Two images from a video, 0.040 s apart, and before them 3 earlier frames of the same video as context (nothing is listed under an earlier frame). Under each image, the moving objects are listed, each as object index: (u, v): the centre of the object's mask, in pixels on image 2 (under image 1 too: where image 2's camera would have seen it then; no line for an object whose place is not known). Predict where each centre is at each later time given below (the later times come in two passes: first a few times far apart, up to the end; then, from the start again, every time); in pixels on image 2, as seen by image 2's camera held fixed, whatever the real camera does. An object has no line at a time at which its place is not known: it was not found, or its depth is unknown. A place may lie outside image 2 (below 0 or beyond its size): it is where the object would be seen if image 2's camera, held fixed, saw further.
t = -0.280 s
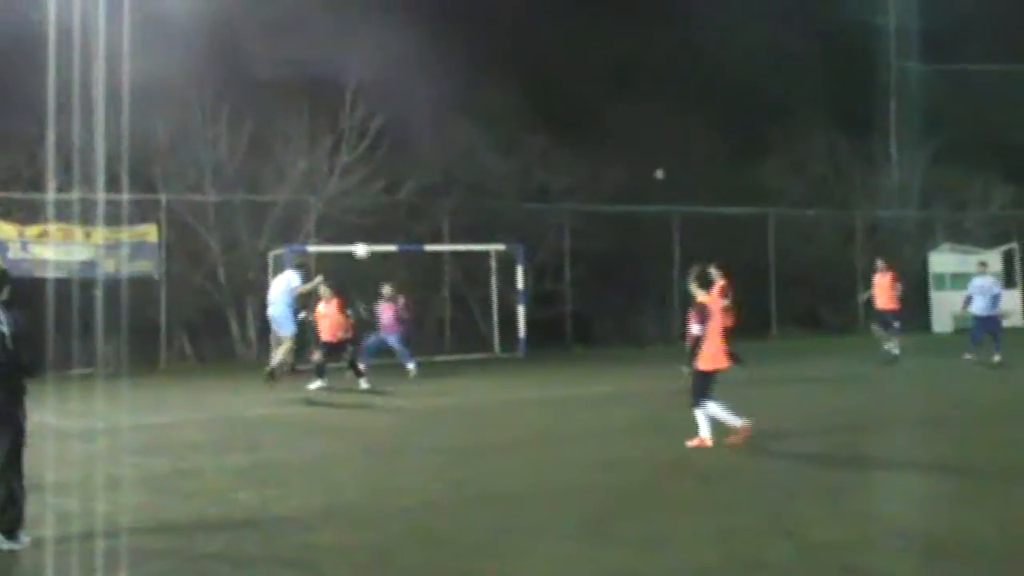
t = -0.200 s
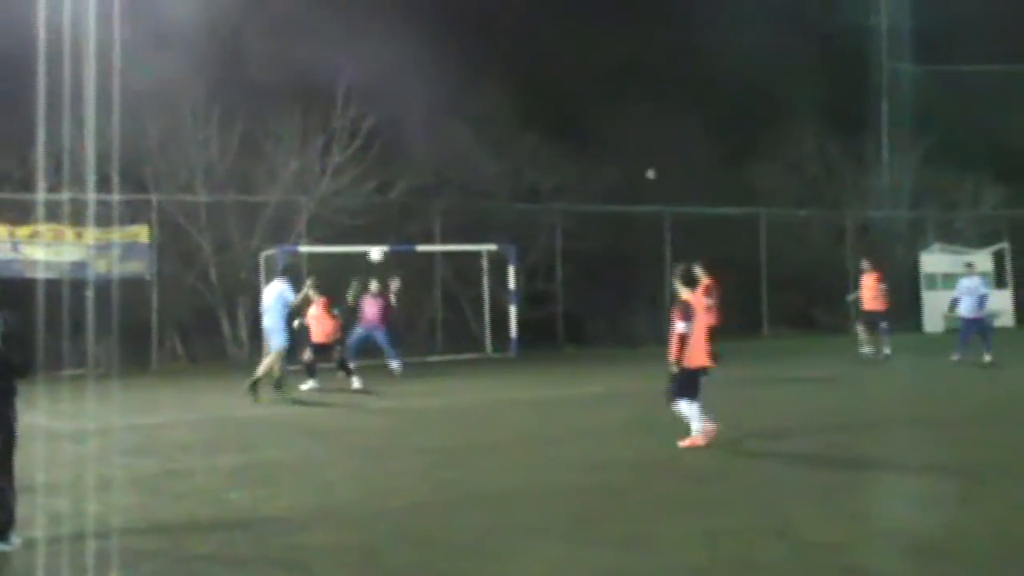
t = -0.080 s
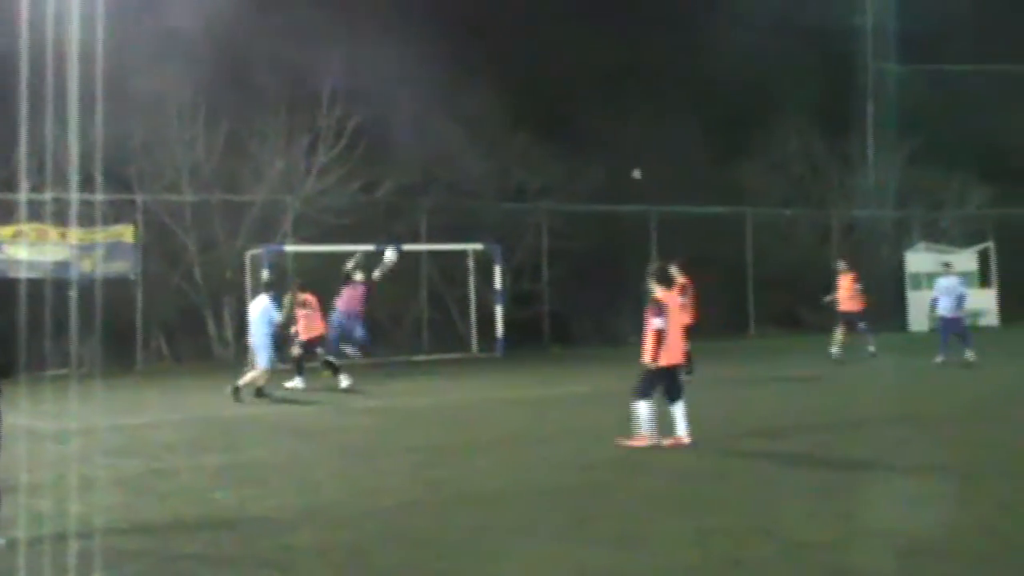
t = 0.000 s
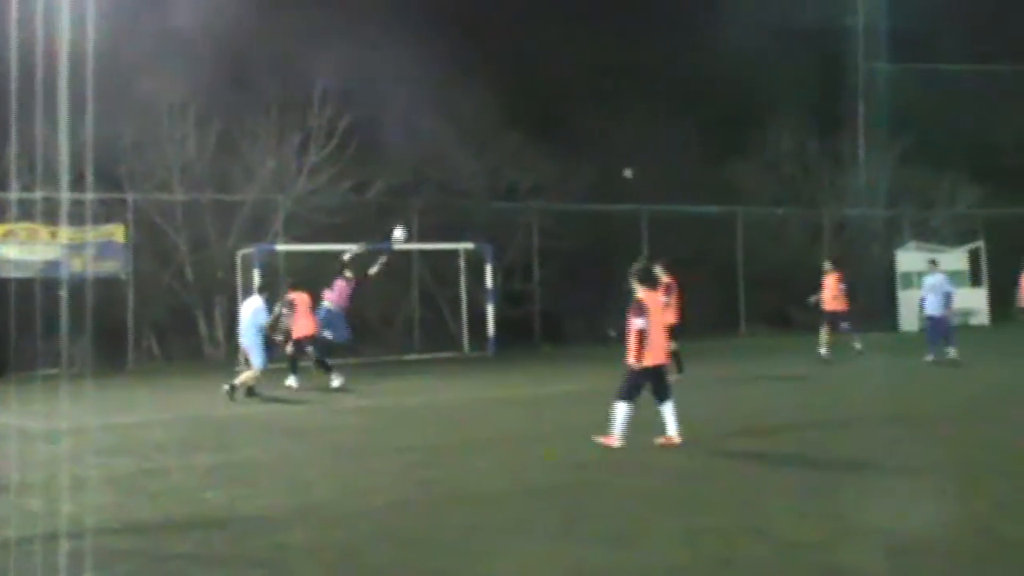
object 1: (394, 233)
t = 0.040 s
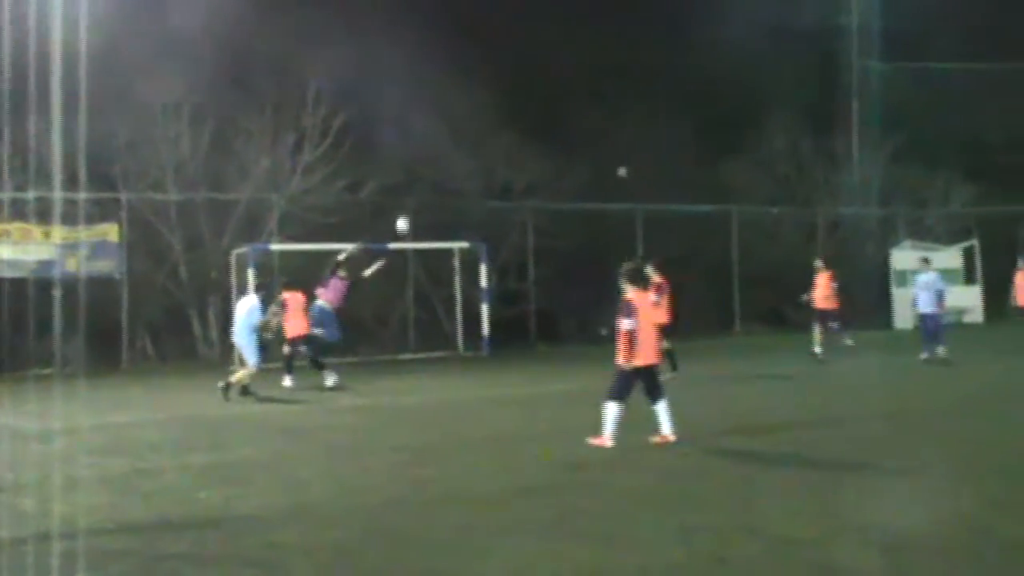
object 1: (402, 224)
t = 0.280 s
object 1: (451, 194)
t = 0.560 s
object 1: (503, 201)
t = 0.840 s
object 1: (551, 248)
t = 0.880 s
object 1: (558, 259)
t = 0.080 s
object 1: (410, 217)
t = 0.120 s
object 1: (419, 210)
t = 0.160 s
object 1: (427, 204)
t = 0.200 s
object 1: (435, 200)
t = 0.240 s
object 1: (443, 196)
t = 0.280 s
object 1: (451, 194)
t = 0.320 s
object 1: (458, 192)
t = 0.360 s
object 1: (466, 191)
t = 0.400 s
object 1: (474, 190)
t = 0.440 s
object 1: (481, 192)
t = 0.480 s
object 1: (489, 194)
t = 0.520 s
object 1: (496, 196)
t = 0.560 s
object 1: (503, 201)
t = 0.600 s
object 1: (510, 204)
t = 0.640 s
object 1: (517, 209)
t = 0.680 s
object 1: (524, 216)
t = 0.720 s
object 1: (532, 223)
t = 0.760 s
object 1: (539, 231)
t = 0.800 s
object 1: (545, 240)
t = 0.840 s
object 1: (551, 248)
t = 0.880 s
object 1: (558, 259)
